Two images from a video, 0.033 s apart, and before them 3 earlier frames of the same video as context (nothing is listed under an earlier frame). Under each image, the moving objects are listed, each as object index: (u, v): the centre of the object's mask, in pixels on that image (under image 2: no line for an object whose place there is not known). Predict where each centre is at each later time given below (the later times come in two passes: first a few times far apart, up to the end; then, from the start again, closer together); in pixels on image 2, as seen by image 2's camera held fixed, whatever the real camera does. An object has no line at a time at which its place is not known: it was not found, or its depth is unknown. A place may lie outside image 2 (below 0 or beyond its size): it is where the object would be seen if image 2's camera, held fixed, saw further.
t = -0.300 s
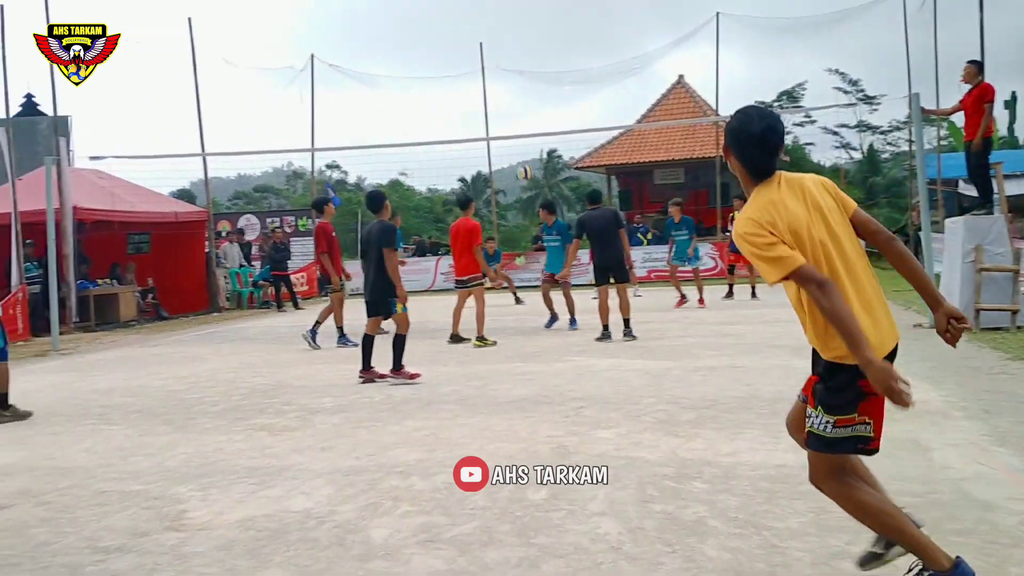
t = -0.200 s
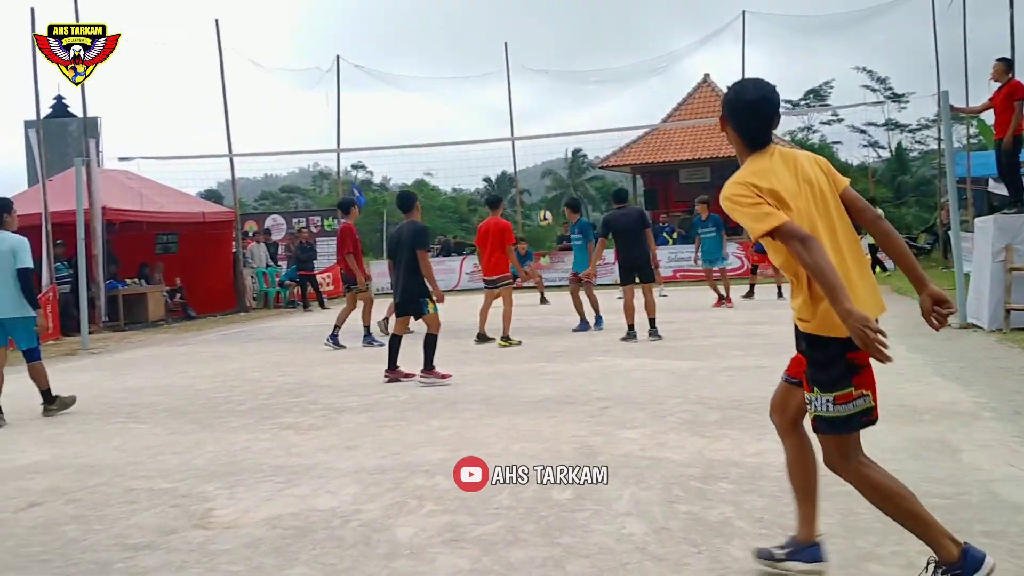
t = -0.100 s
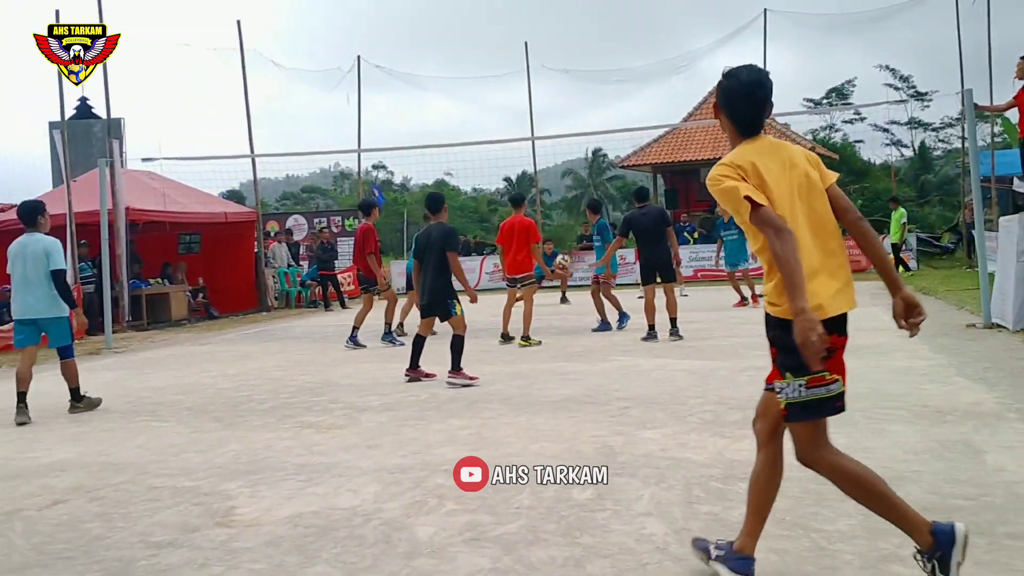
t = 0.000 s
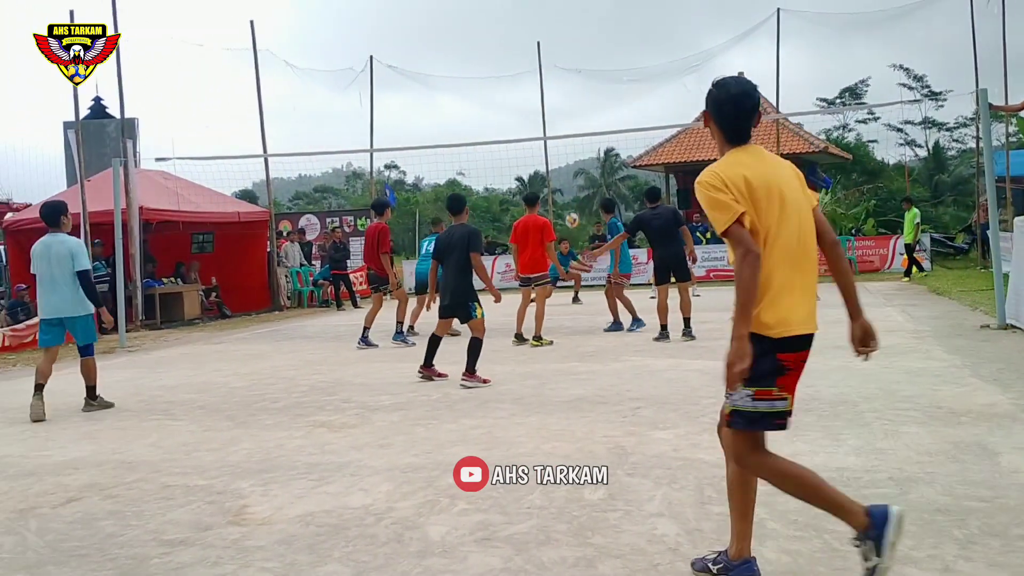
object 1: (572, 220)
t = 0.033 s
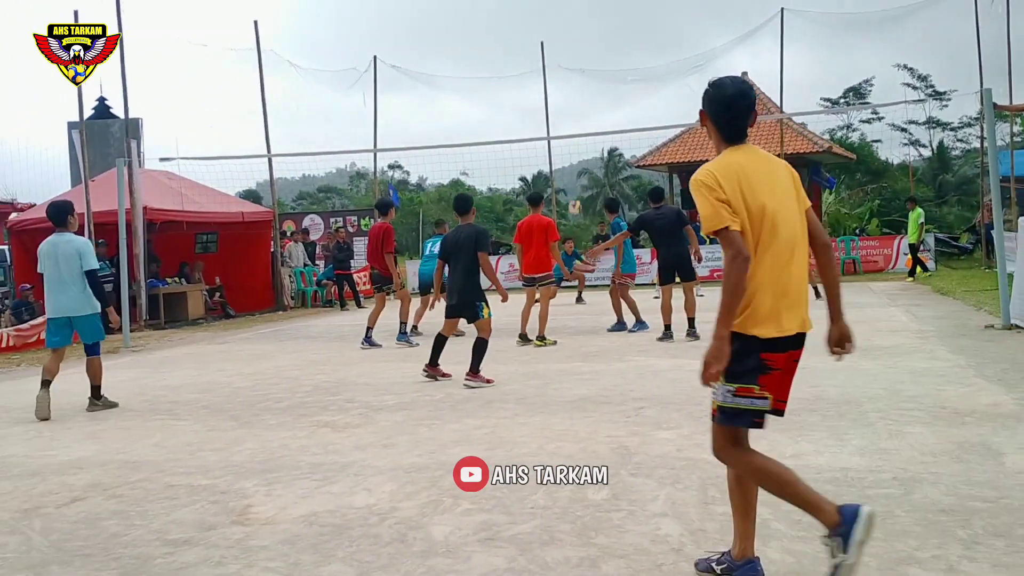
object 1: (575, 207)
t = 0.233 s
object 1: (571, 137)
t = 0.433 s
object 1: (567, 83)
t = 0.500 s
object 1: (566, 71)
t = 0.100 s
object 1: (573, 181)
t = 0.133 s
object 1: (573, 170)
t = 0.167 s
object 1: (572, 158)
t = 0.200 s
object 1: (571, 147)
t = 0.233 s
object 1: (571, 137)
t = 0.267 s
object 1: (570, 126)
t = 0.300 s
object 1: (569, 116)
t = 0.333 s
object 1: (569, 107)
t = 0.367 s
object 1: (568, 99)
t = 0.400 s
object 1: (568, 91)
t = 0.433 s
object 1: (567, 83)
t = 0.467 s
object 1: (566, 77)
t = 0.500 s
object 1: (566, 71)
